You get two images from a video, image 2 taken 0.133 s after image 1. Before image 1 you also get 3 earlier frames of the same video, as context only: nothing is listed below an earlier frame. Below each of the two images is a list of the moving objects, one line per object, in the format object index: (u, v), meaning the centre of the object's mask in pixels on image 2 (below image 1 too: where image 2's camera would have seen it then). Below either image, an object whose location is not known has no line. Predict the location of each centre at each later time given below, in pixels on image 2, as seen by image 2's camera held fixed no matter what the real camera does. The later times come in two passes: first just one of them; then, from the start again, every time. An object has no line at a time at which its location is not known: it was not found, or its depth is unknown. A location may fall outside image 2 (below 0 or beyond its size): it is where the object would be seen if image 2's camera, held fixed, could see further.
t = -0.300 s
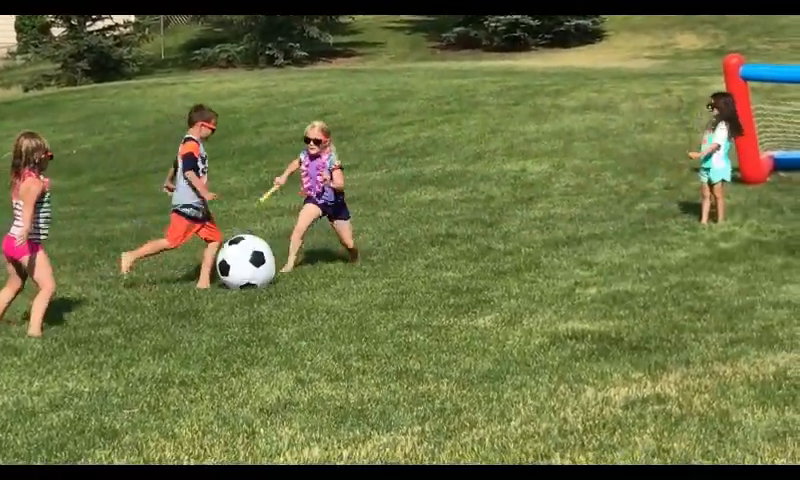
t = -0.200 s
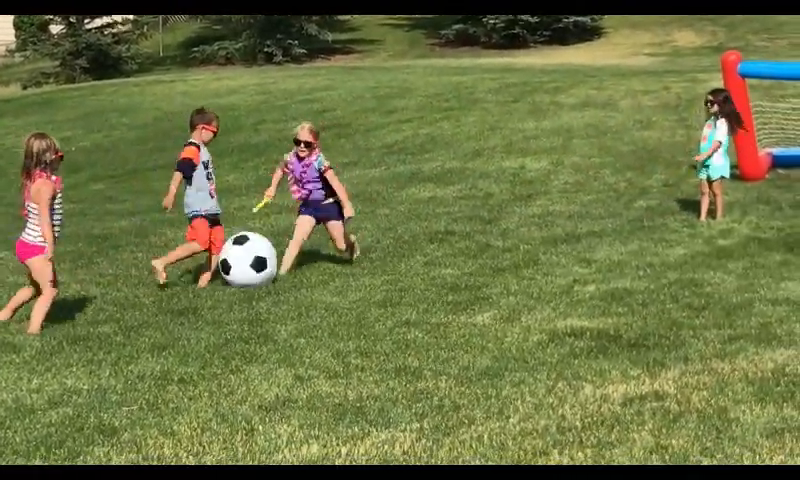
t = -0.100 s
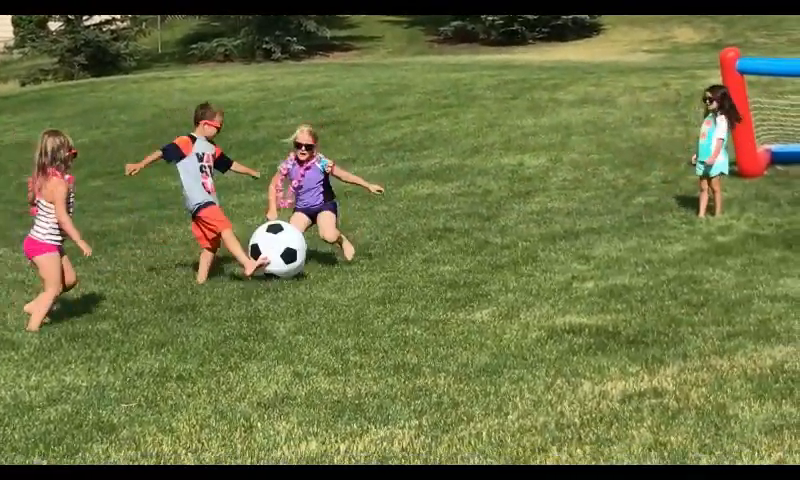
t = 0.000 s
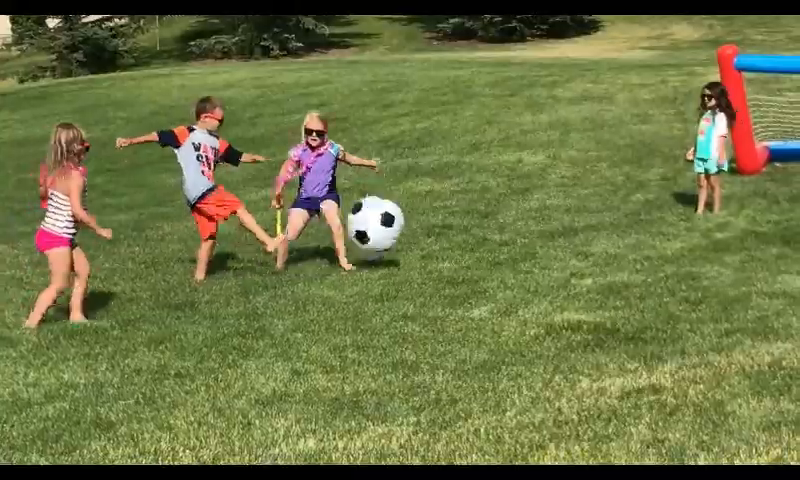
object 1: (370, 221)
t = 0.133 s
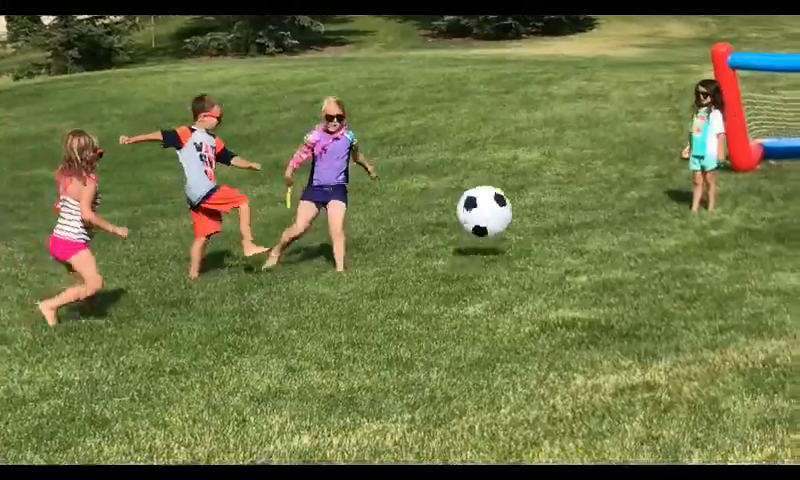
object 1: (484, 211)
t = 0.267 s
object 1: (578, 229)
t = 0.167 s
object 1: (509, 215)
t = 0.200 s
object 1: (533, 219)
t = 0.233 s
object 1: (556, 225)
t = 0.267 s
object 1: (578, 229)
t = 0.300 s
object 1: (593, 227)
